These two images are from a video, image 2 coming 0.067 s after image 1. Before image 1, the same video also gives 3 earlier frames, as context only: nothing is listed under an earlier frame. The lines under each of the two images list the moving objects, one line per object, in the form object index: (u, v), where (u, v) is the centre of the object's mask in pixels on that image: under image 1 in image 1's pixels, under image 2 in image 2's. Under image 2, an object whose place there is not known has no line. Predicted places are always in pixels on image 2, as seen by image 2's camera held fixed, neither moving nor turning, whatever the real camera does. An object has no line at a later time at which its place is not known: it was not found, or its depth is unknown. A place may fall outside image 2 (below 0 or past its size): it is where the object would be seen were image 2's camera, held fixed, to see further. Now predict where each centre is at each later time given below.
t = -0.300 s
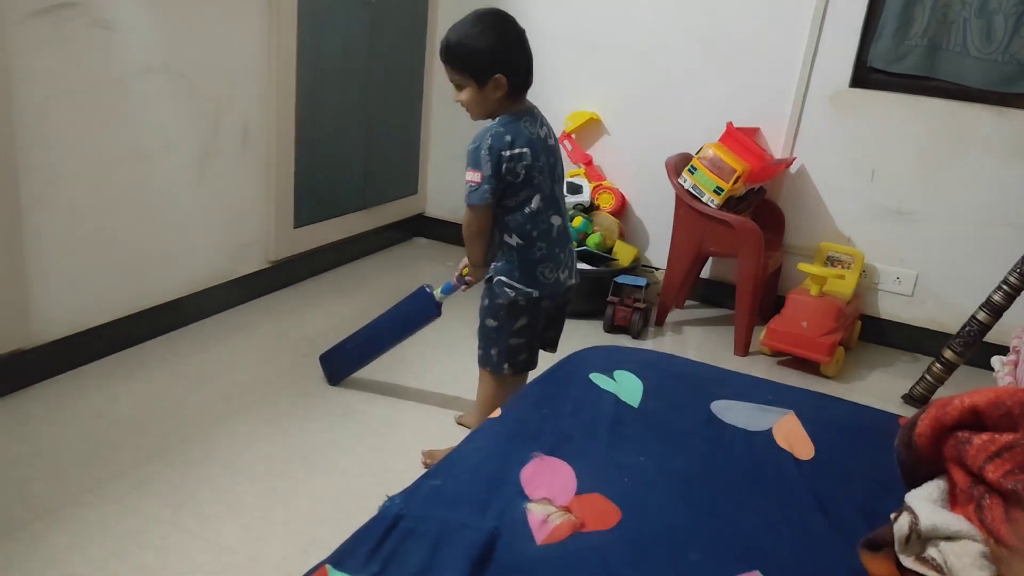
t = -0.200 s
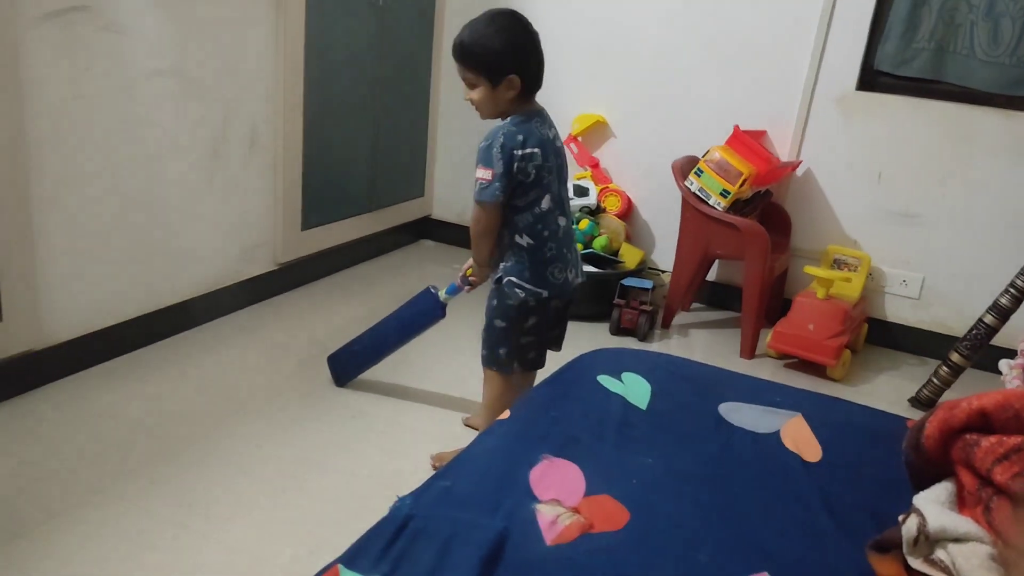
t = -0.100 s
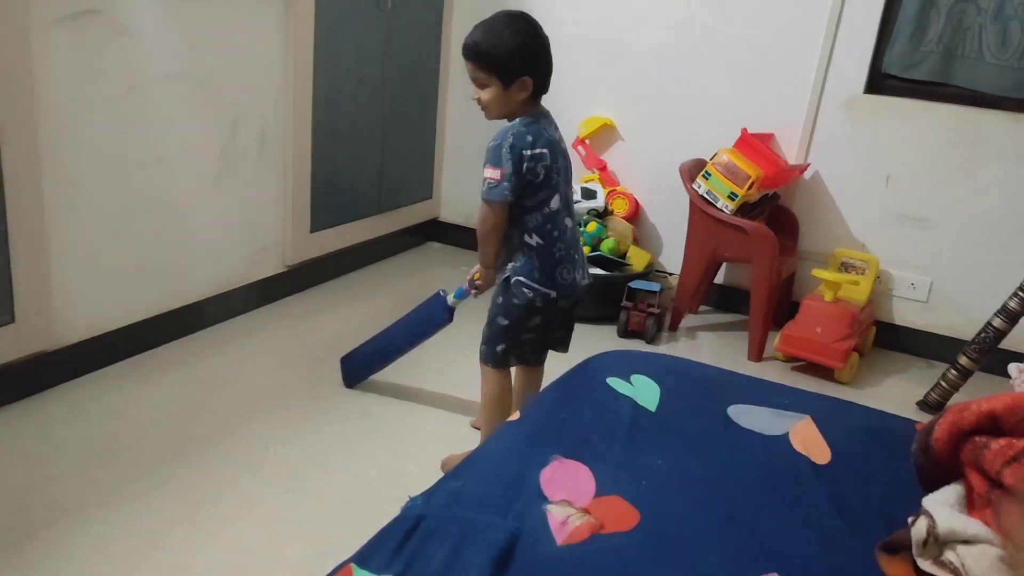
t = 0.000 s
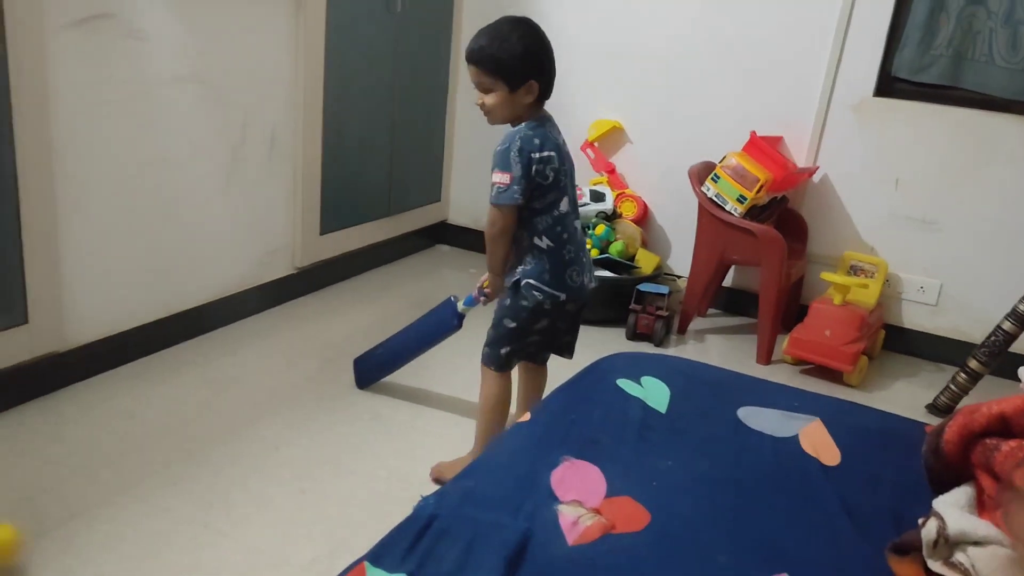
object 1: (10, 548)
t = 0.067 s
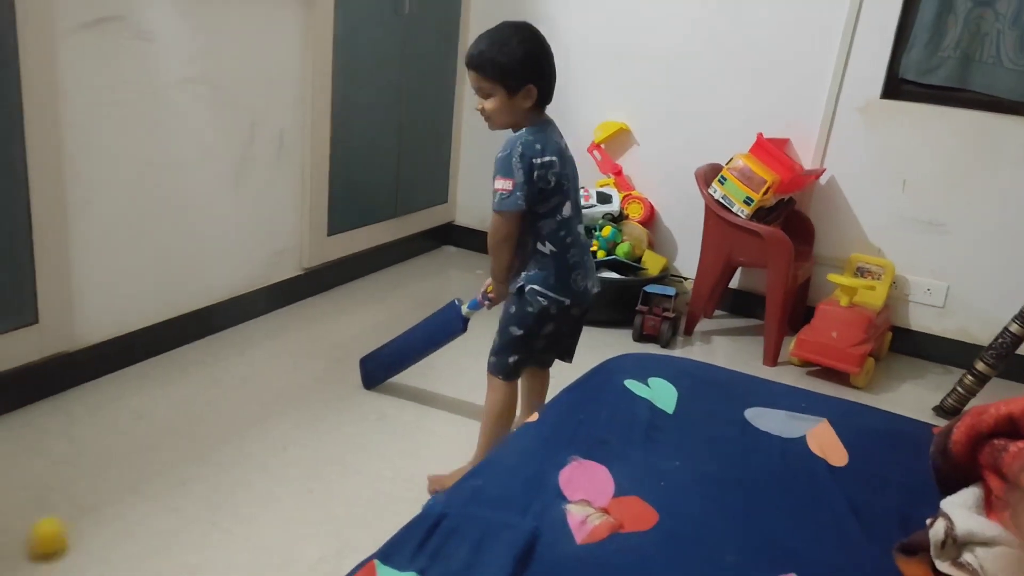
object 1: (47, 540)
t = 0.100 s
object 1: (60, 528)
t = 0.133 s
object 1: (73, 517)
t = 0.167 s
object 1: (87, 510)
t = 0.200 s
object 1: (100, 506)
